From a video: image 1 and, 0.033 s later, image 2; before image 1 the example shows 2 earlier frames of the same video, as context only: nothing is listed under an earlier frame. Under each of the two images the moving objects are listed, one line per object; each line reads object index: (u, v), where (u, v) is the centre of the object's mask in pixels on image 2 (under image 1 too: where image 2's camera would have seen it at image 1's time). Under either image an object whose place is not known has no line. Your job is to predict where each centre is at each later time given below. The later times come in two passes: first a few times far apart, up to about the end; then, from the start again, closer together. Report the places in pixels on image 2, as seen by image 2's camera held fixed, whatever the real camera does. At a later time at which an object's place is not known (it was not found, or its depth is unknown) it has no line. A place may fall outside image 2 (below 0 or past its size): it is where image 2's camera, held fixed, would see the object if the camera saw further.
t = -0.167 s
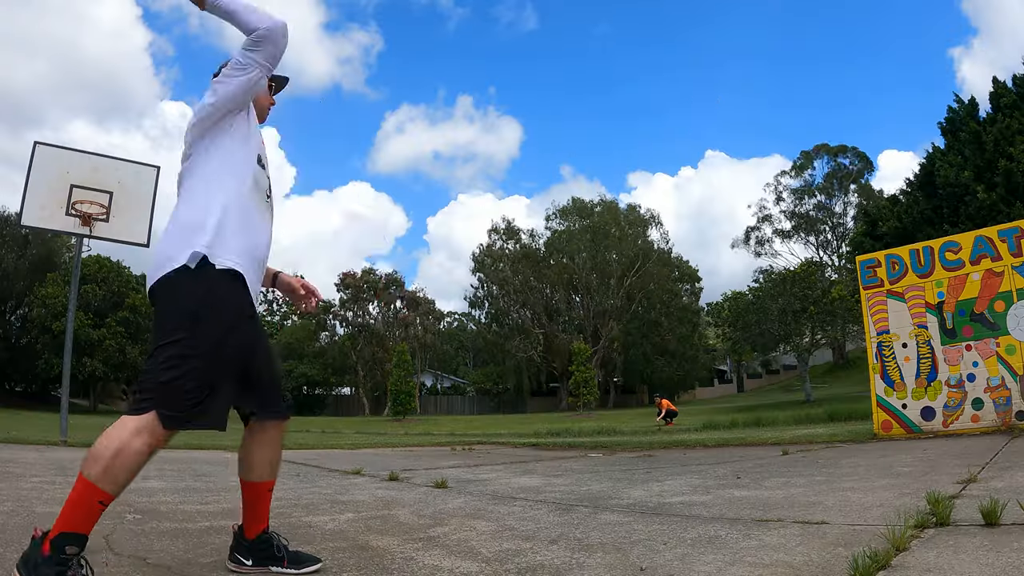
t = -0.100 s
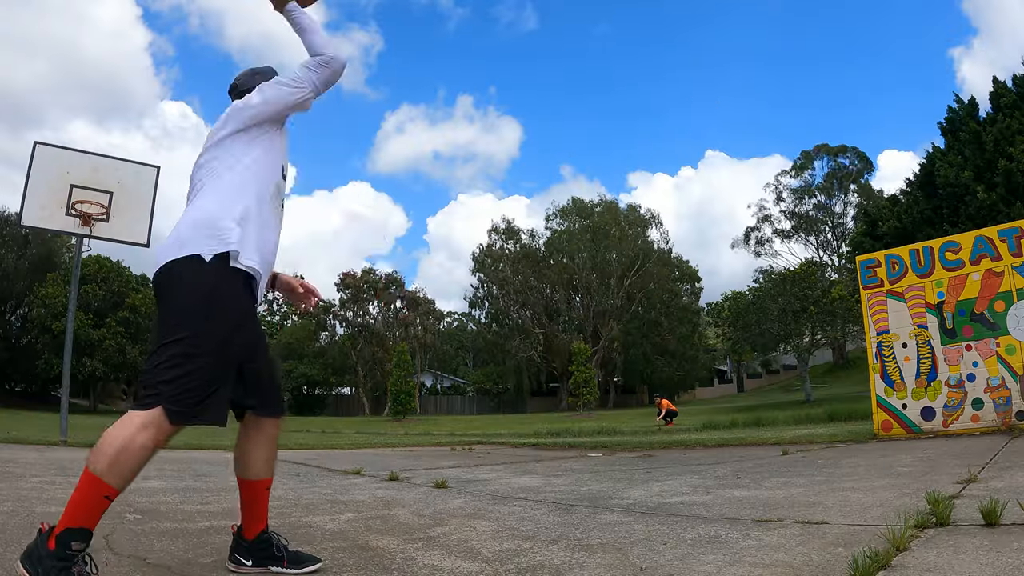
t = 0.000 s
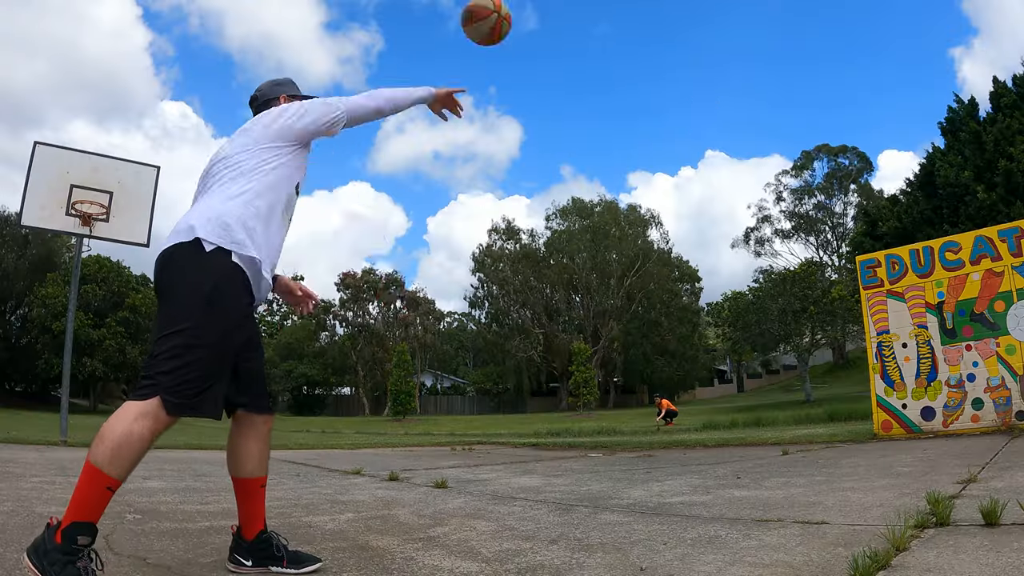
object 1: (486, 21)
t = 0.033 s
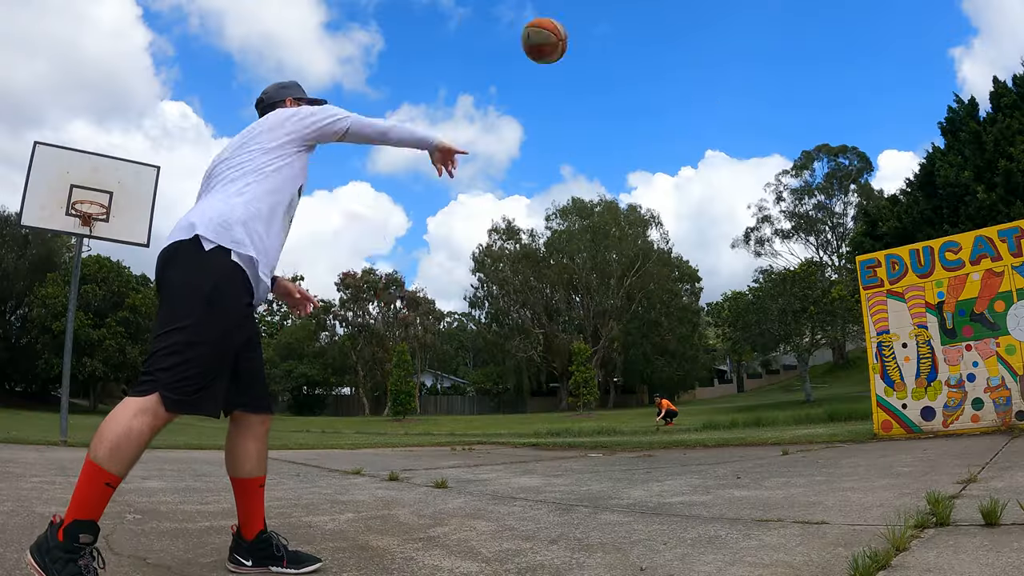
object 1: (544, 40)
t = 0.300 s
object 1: (793, 176)
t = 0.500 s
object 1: (874, 256)
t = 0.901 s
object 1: (845, 419)
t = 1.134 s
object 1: (773, 340)
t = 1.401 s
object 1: (647, 214)
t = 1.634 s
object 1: (472, 174)
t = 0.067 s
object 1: (593, 60)
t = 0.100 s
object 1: (635, 79)
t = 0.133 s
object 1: (671, 97)
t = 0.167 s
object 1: (702, 114)
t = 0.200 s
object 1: (730, 131)
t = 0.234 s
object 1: (753, 147)
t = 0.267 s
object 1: (775, 162)
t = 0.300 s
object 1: (793, 176)
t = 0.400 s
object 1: (840, 218)
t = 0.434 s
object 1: (853, 232)
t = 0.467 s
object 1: (864, 244)
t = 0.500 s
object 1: (874, 256)
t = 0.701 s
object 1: (884, 317)
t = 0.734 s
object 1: (878, 328)
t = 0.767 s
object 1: (873, 341)
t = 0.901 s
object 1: (845, 419)
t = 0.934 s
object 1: (836, 447)
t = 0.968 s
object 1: (827, 442)
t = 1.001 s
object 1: (818, 420)
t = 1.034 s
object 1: (808, 399)
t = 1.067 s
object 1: (797, 379)
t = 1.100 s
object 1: (785, 359)
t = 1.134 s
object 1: (773, 340)
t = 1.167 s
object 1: (760, 321)
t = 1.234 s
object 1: (732, 286)
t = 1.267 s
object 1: (717, 269)
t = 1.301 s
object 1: (701, 253)
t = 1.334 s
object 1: (684, 239)
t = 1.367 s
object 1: (666, 225)
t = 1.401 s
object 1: (647, 214)
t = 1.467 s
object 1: (605, 193)
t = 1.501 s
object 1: (583, 184)
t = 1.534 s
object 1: (558, 178)
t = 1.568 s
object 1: (531, 175)
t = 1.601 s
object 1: (503, 173)
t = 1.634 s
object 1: (472, 174)
